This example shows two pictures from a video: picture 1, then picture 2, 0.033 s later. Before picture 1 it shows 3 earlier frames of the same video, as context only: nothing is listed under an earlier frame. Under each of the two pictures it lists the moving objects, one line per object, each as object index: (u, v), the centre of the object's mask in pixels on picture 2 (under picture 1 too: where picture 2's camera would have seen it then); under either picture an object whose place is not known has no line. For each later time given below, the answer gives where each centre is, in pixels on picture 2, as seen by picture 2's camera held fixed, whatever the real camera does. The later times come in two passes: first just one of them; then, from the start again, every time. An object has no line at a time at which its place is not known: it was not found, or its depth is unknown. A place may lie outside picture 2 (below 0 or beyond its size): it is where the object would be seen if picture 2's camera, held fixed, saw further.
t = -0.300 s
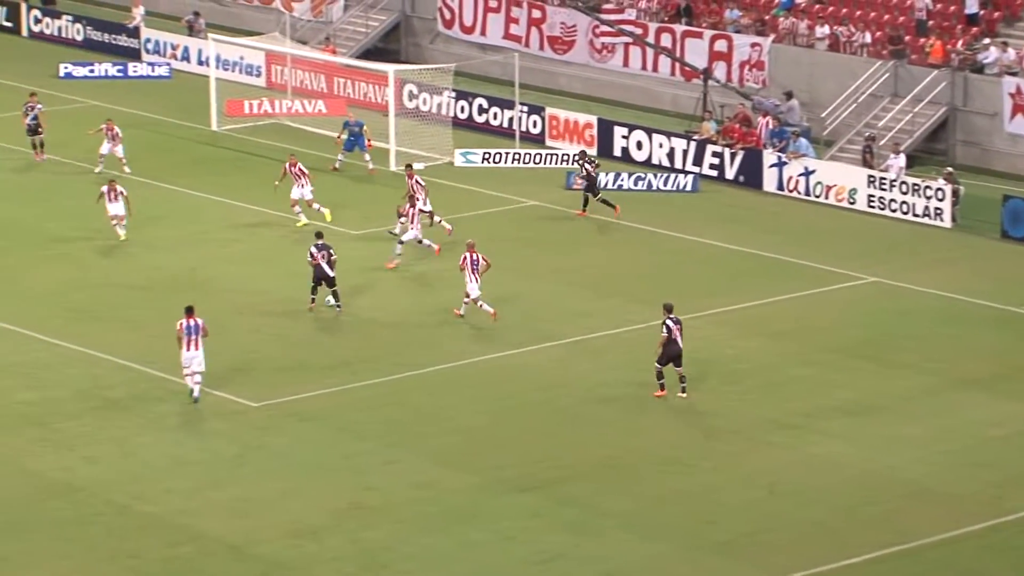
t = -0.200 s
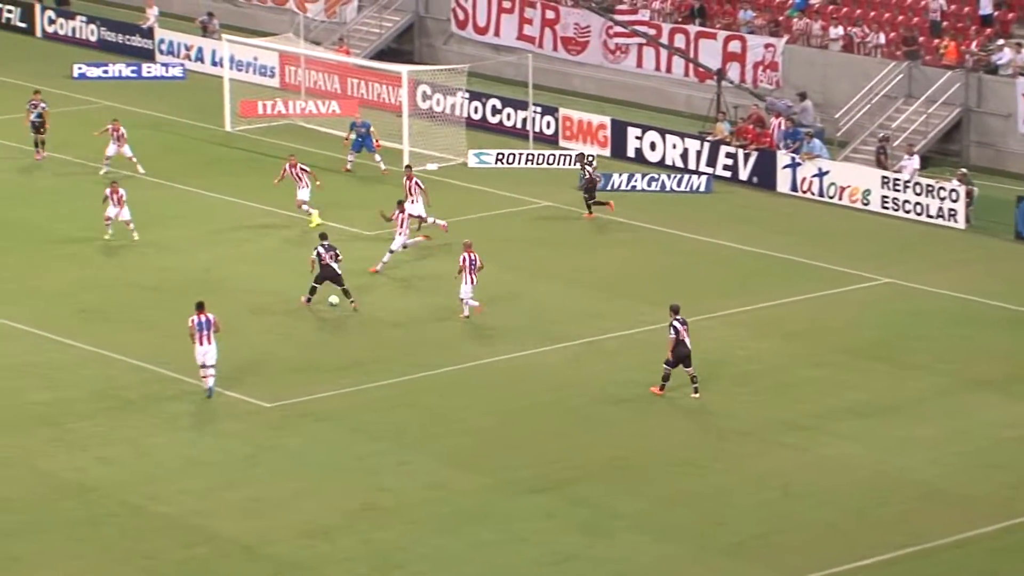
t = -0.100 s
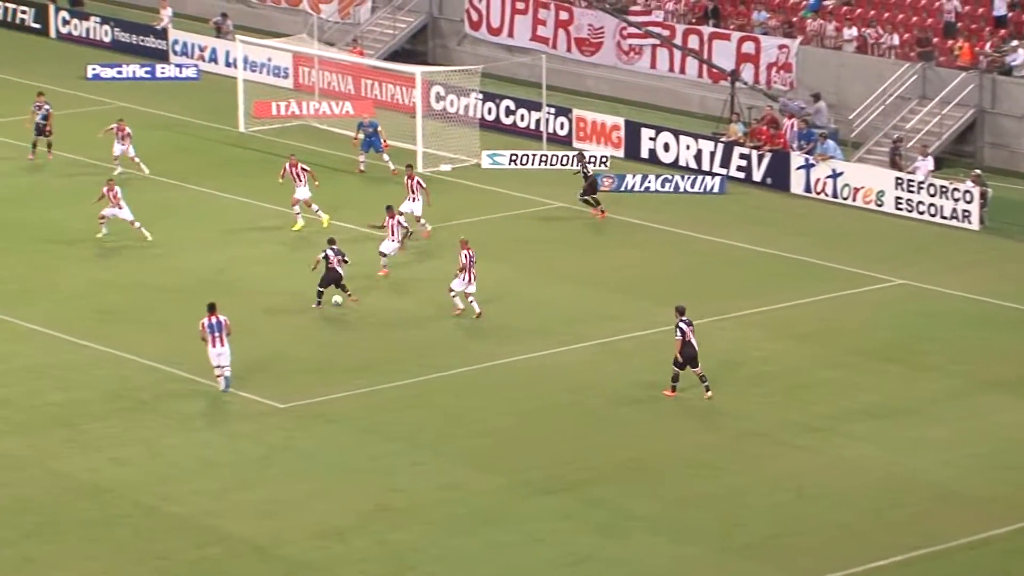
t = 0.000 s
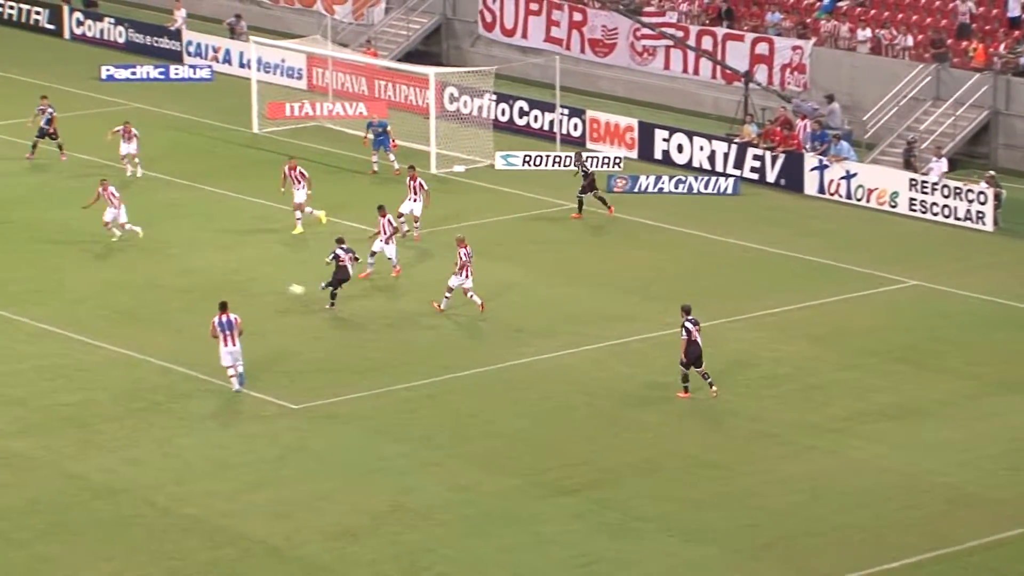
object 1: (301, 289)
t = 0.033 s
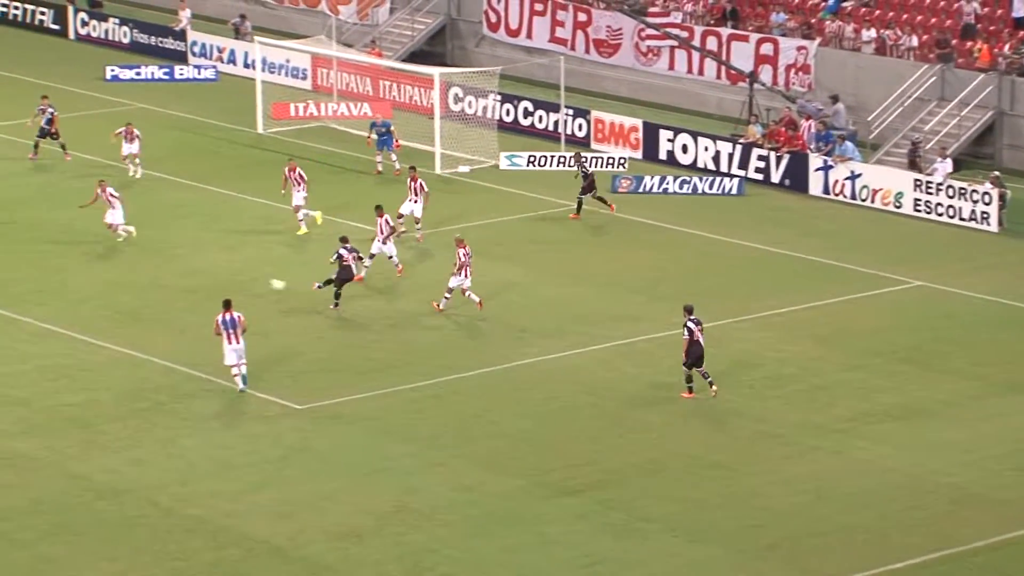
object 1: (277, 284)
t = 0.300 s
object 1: (93, 269)
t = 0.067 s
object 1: (254, 279)
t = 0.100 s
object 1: (229, 276)
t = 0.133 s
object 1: (206, 273)
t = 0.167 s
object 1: (183, 271)
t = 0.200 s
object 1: (161, 268)
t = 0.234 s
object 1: (137, 268)
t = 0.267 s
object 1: (115, 268)
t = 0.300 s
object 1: (93, 269)
